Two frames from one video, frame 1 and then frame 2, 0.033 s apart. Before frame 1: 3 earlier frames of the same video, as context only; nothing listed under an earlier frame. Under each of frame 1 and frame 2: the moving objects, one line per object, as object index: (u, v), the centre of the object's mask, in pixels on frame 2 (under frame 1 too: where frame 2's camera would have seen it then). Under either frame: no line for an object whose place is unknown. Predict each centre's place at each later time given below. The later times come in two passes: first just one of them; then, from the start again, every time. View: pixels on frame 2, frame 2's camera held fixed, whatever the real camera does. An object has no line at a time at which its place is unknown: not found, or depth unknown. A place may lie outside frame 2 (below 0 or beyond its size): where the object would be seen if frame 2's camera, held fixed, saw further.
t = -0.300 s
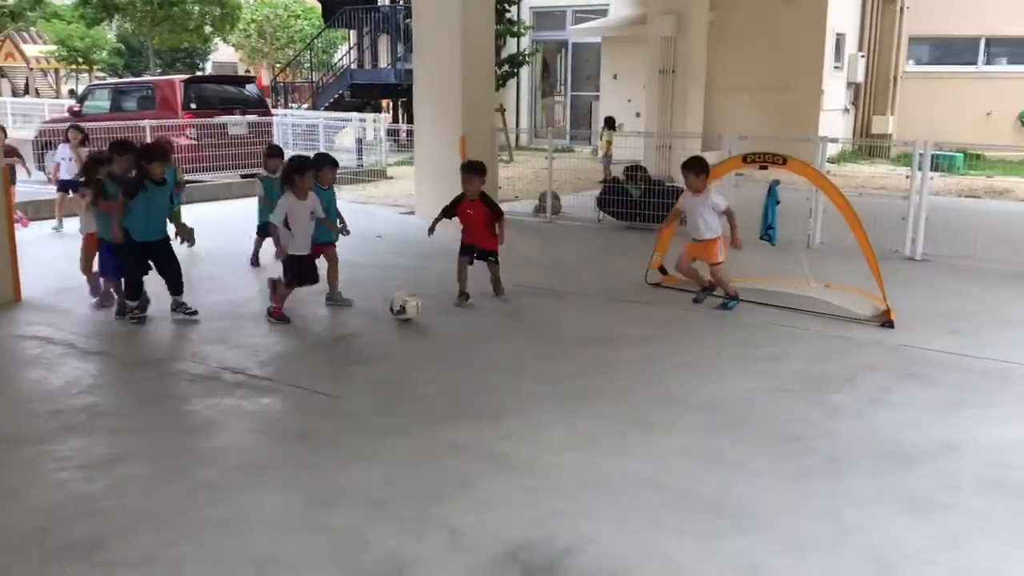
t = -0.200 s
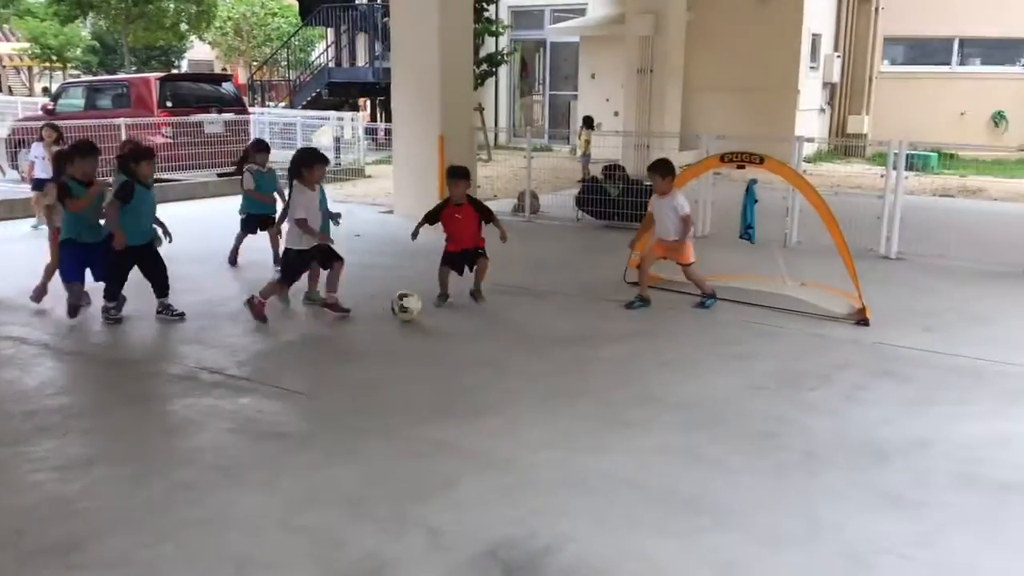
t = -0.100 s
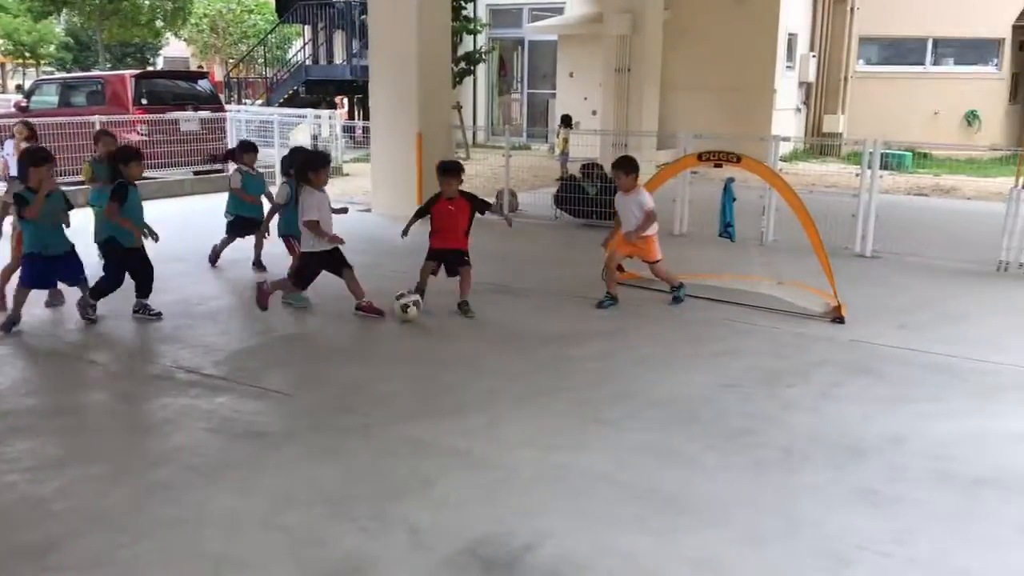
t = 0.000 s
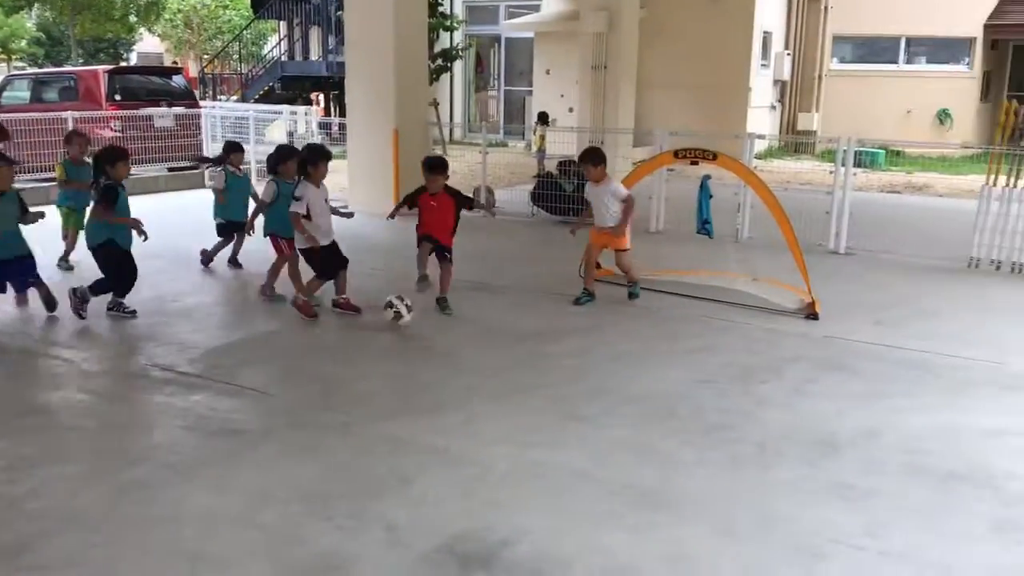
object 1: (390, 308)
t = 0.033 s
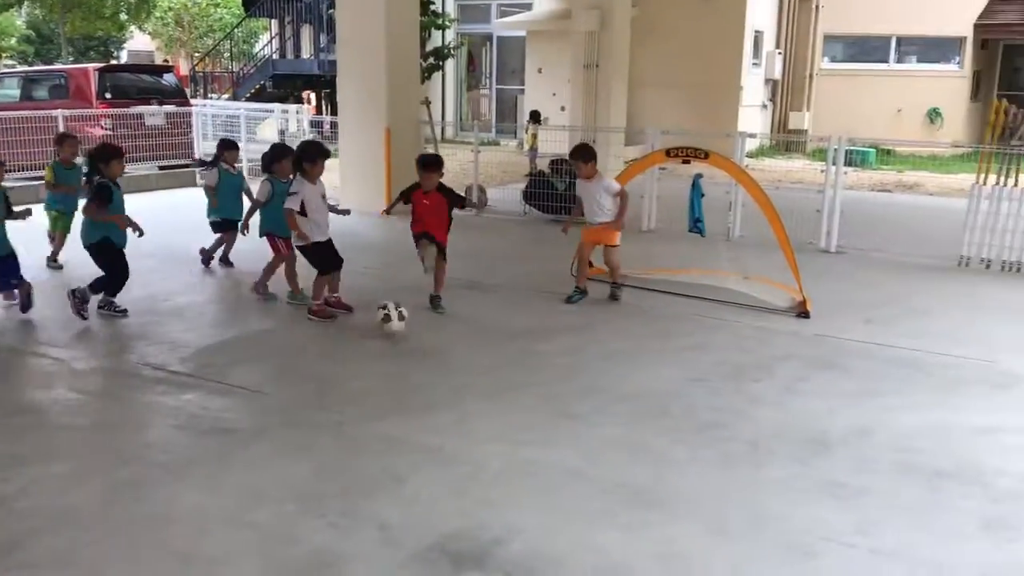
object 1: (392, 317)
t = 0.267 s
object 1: (411, 379)
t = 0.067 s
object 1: (394, 328)
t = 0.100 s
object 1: (395, 335)
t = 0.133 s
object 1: (398, 342)
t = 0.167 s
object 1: (401, 351)
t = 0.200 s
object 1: (403, 361)
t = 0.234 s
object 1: (407, 369)
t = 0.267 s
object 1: (411, 379)
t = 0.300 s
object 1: (416, 385)
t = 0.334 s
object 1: (419, 395)
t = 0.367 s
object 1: (423, 405)
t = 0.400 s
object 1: (428, 413)
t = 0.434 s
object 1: (433, 422)
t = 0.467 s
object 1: (438, 430)
